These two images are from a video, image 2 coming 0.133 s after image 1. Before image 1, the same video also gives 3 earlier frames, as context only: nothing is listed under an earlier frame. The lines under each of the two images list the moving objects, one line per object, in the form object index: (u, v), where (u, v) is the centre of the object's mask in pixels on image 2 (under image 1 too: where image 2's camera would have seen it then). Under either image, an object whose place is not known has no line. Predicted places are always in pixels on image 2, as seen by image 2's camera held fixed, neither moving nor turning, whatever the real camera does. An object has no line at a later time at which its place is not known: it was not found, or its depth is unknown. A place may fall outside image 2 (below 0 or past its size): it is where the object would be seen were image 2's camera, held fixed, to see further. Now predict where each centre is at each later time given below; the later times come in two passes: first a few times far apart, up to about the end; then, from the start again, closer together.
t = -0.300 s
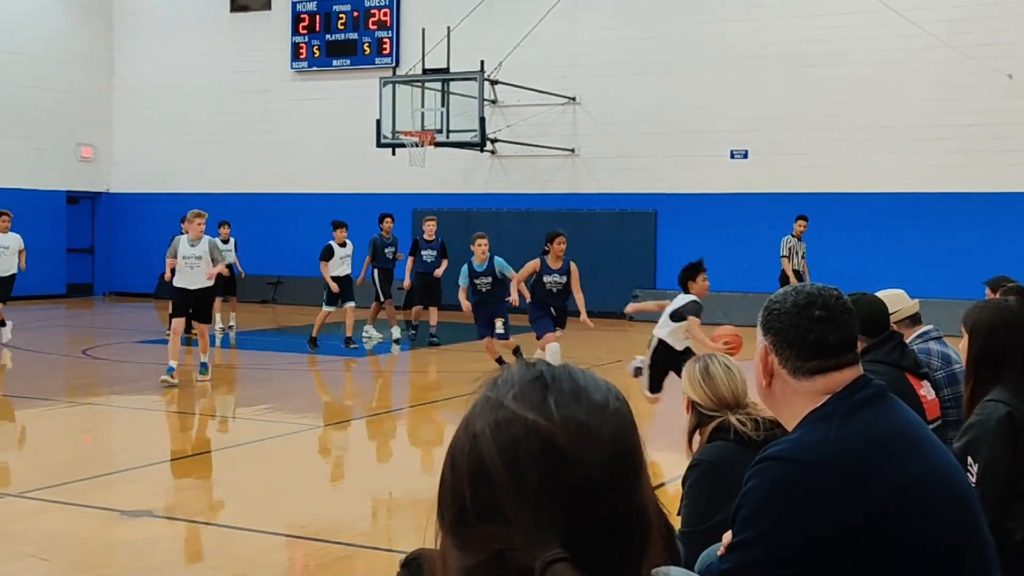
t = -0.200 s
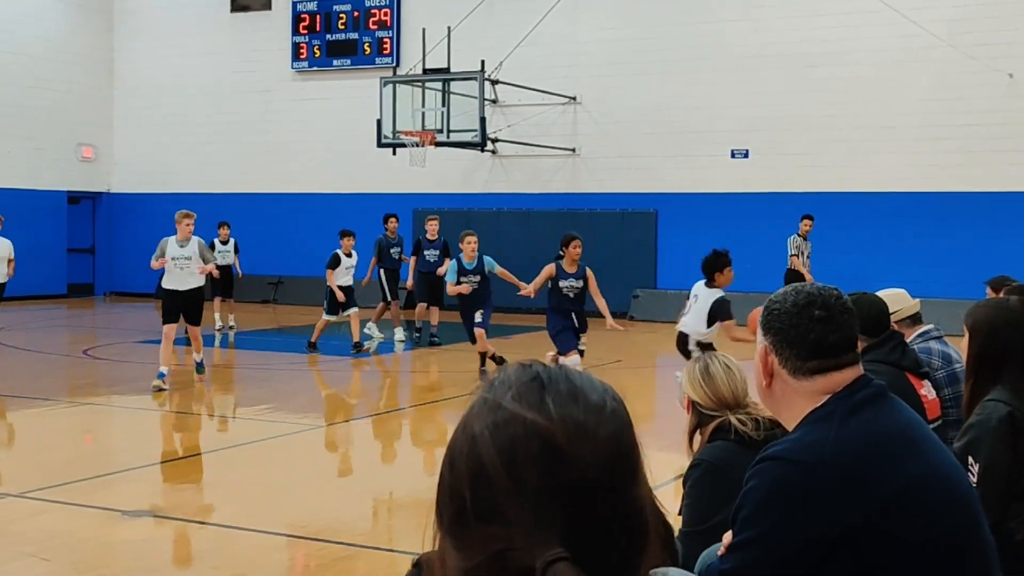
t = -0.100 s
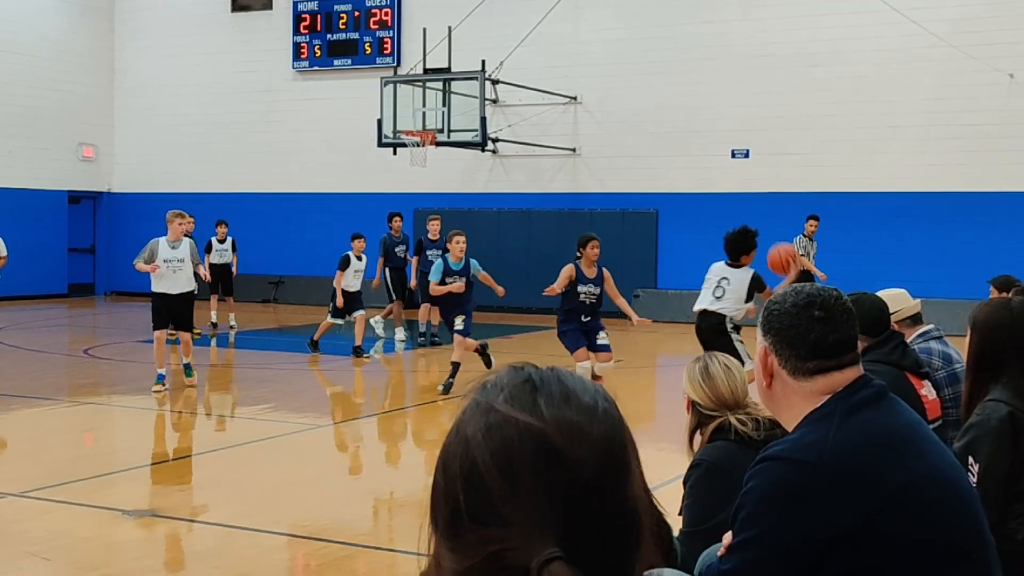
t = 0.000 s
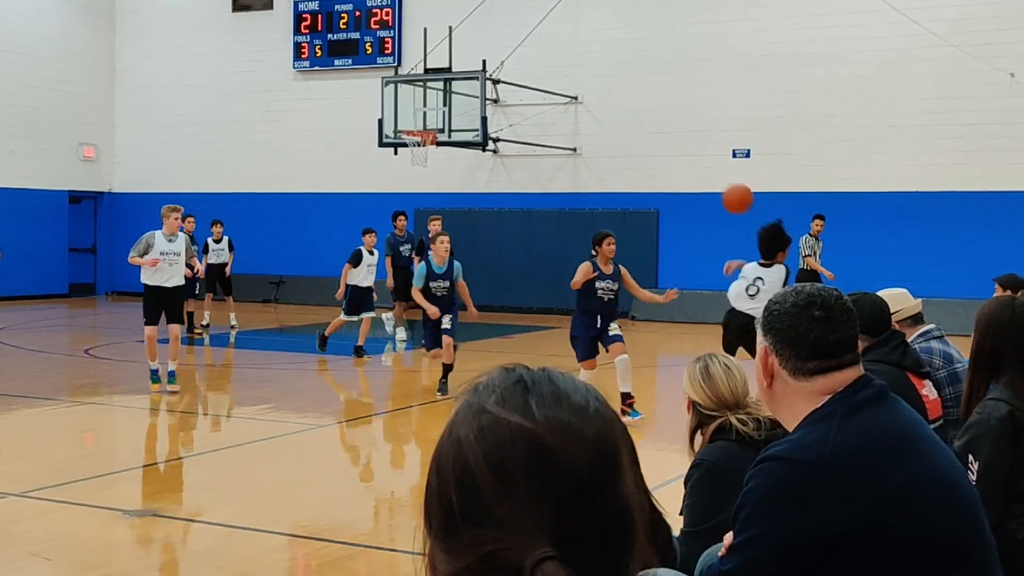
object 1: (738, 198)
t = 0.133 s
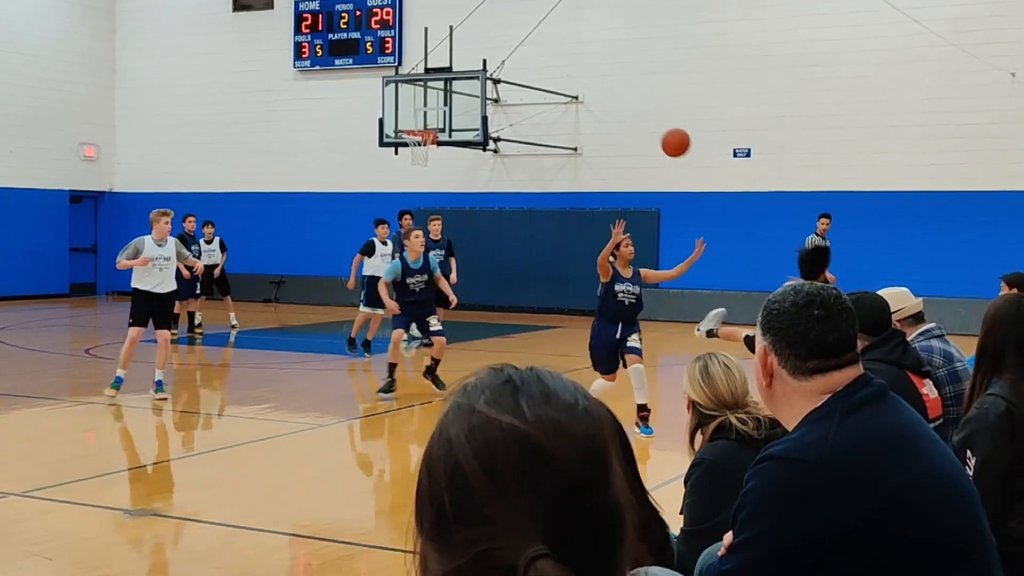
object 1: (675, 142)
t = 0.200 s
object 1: (646, 125)
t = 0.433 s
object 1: (555, 108)
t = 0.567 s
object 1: (509, 124)
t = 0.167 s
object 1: (661, 133)
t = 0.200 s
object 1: (646, 125)
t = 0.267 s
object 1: (619, 113)
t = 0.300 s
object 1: (605, 109)
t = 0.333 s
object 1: (592, 107)
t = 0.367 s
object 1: (579, 106)
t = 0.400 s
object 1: (567, 106)
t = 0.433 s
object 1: (555, 108)
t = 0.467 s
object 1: (543, 110)
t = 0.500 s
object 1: (531, 114)
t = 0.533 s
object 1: (520, 118)
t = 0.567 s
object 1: (509, 124)
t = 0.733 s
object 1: (457, 168)
